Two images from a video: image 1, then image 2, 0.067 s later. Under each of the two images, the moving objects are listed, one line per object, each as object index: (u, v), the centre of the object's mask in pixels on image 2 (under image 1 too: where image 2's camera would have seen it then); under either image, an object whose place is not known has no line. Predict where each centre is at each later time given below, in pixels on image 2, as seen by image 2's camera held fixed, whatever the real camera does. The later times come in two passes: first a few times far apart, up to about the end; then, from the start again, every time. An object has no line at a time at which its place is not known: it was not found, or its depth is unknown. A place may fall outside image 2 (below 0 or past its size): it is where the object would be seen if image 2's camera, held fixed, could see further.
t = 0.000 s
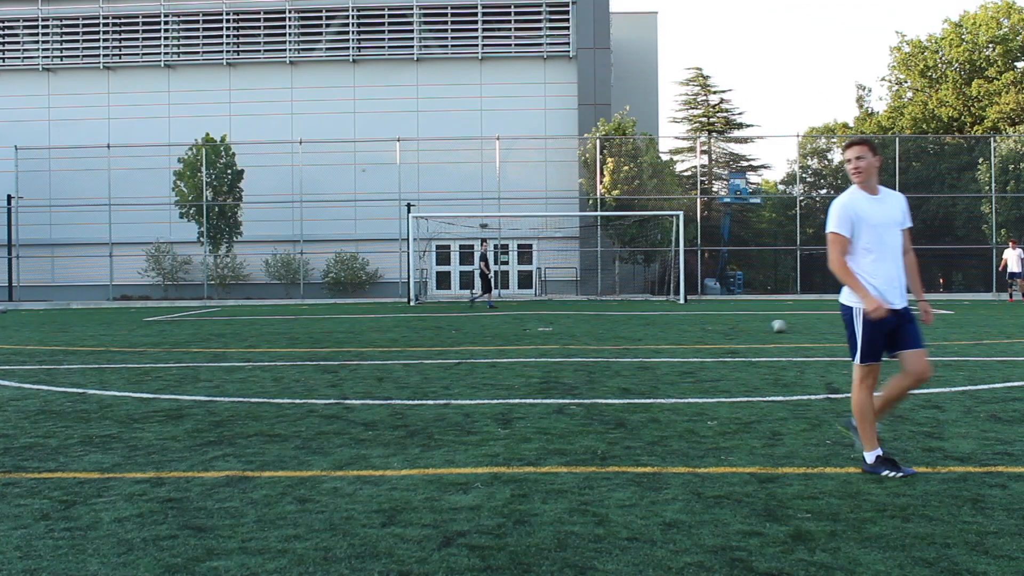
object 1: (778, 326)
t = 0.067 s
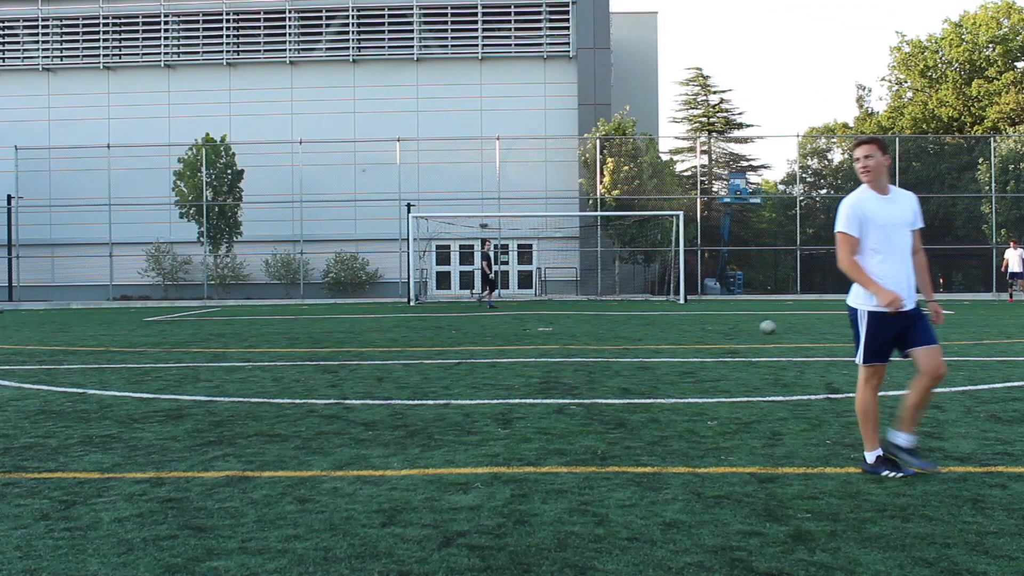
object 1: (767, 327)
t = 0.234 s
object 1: (739, 331)
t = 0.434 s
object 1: (702, 335)
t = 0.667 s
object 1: (656, 338)
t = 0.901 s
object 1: (604, 344)
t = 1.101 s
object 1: (556, 346)
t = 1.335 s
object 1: (496, 352)
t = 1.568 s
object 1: (431, 363)
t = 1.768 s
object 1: (370, 368)
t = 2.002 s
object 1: (294, 377)
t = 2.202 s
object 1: (224, 384)
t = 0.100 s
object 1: (762, 328)
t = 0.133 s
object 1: (757, 328)
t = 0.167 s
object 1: (751, 328)
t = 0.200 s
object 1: (745, 329)
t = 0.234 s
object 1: (739, 331)
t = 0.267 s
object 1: (733, 331)
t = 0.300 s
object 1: (728, 332)
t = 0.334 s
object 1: (722, 332)
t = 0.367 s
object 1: (716, 334)
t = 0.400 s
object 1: (709, 334)
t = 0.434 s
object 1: (702, 335)
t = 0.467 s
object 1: (696, 336)
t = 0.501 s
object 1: (690, 336)
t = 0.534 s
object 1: (683, 337)
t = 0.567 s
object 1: (676, 338)
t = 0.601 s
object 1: (669, 338)
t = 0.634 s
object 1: (663, 338)
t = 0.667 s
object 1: (656, 338)
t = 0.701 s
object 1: (649, 339)
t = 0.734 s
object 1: (641, 341)
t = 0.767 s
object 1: (633, 342)
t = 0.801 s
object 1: (627, 341)
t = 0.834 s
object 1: (620, 342)
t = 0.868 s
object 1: (612, 343)
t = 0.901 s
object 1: (604, 344)
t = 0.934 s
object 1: (596, 344)
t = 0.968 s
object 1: (589, 344)
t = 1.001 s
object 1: (580, 346)
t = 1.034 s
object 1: (571, 348)
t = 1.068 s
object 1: (564, 348)
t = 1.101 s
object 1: (556, 346)
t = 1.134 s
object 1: (548, 345)
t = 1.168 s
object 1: (539, 347)
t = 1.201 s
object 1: (530, 350)
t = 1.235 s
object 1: (523, 353)
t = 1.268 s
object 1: (514, 353)
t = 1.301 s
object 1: (505, 353)
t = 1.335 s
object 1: (496, 352)
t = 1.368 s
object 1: (487, 355)
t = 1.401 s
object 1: (478, 357)
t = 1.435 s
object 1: (469, 358)
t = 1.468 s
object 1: (460, 358)
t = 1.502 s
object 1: (450, 358)
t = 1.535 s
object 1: (442, 361)
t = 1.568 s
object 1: (431, 363)
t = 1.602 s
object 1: (422, 363)
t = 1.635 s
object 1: (412, 364)
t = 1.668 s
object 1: (401, 365)
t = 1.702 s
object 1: (390, 367)
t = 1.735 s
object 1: (380, 368)
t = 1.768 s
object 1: (370, 368)
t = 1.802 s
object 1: (360, 370)
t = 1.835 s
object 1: (349, 371)
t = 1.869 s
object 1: (336, 372)
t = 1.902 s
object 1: (328, 373)
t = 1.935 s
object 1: (315, 374)
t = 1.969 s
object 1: (306, 375)
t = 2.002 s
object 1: (294, 377)
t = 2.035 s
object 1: (282, 378)
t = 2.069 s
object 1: (271, 379)
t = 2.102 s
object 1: (259, 381)
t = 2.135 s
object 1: (248, 382)
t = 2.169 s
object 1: (236, 383)
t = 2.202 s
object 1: (224, 384)
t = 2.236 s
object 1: (212, 385)
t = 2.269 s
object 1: (199, 385)
